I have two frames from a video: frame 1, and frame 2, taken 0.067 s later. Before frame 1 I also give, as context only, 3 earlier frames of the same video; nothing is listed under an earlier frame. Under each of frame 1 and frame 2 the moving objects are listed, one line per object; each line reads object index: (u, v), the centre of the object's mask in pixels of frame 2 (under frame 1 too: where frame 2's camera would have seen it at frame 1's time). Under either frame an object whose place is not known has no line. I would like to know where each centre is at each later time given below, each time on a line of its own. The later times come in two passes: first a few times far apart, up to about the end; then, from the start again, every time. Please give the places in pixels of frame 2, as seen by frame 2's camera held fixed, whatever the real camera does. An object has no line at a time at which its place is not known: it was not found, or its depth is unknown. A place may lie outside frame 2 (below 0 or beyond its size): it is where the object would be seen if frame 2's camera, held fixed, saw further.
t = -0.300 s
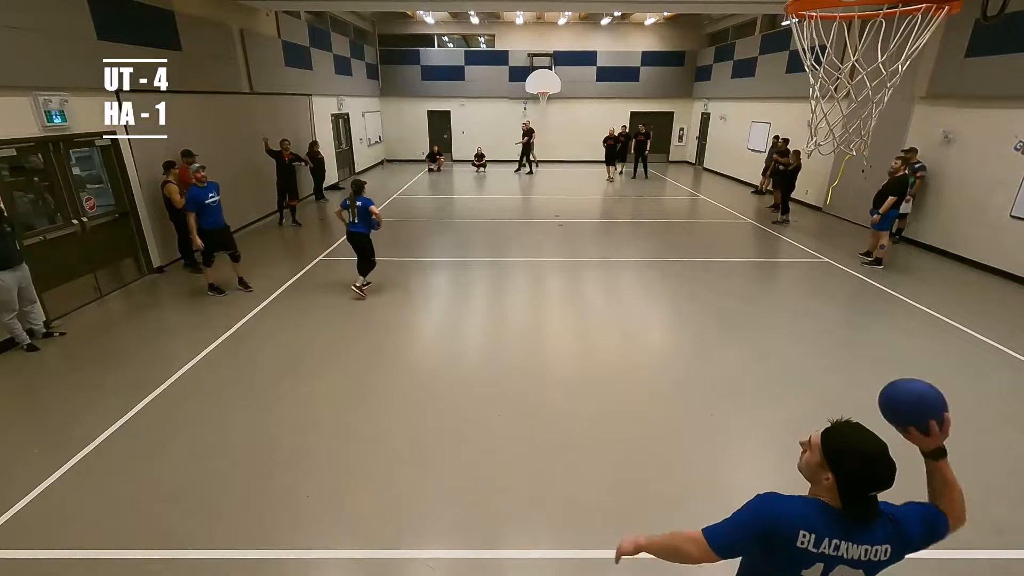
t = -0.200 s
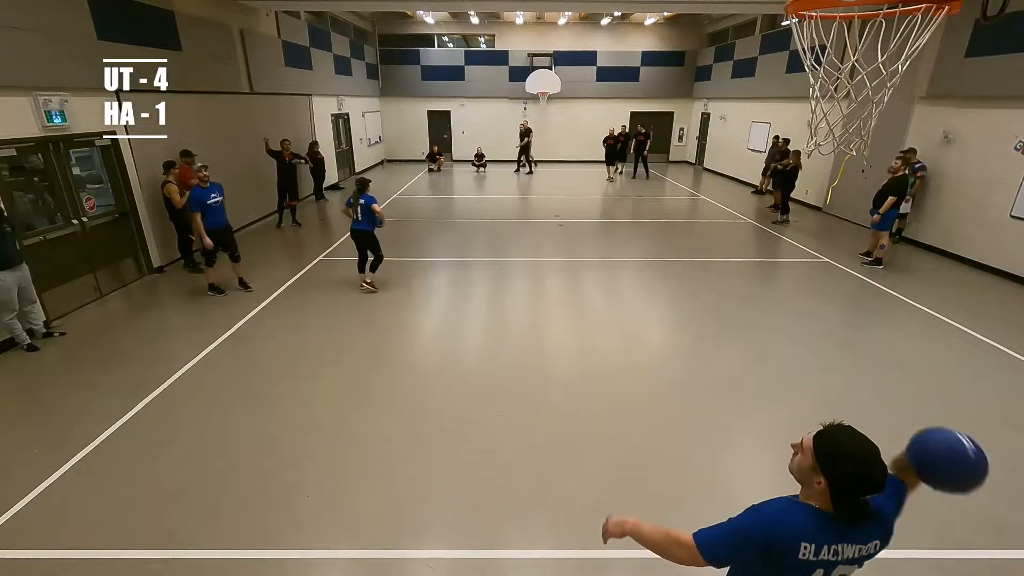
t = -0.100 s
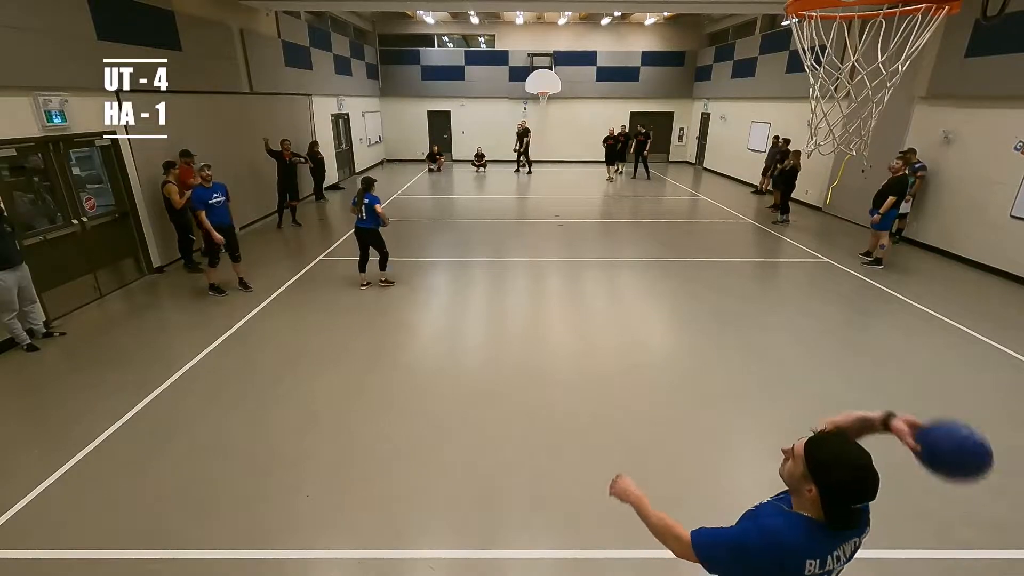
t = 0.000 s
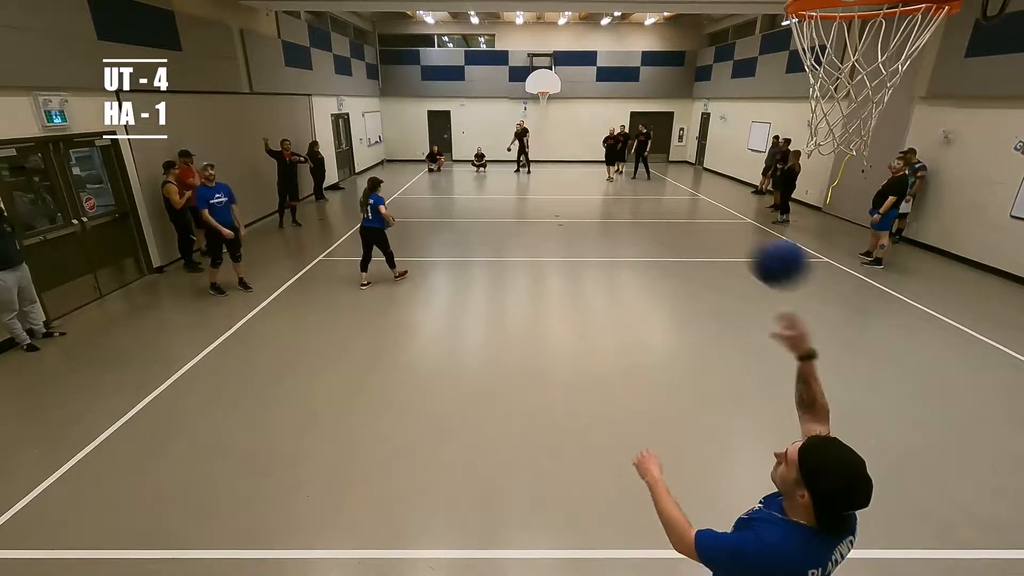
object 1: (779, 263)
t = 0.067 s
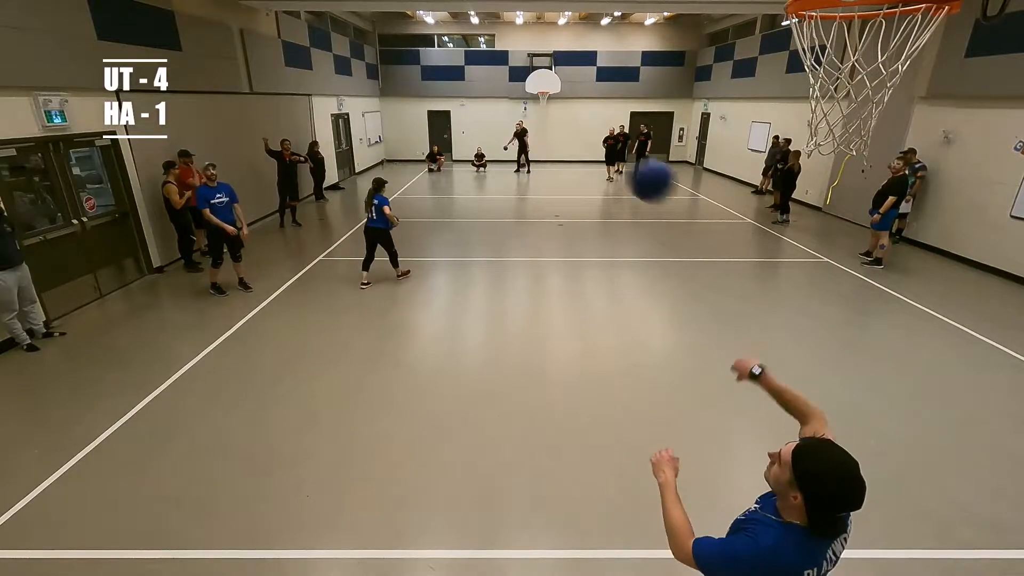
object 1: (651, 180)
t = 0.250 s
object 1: (439, 87)
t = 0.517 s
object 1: (301, 97)
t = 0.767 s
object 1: (248, 162)
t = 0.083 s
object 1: (626, 165)
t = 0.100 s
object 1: (601, 152)
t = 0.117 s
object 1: (577, 141)
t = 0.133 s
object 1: (557, 130)
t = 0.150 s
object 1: (537, 121)
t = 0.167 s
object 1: (517, 112)
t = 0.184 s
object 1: (499, 106)
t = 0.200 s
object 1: (483, 100)
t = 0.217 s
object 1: (468, 95)
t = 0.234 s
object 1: (453, 90)
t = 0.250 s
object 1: (439, 87)
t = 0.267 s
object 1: (427, 84)
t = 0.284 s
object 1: (414, 82)
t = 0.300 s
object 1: (403, 80)
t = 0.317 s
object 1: (392, 79)
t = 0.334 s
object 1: (382, 78)
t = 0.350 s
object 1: (372, 79)
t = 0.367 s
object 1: (363, 79)
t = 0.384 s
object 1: (355, 79)
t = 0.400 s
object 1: (346, 80)
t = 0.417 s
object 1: (339, 82)
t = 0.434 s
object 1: (332, 84)
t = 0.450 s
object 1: (324, 86)
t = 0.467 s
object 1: (319, 88)
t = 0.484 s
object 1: (312, 91)
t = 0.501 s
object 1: (307, 94)
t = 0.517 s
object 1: (301, 97)
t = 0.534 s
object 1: (297, 101)
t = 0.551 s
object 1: (292, 104)
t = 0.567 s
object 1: (287, 108)
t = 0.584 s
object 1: (283, 112)
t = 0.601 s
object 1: (279, 116)
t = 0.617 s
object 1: (275, 120)
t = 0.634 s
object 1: (272, 124)
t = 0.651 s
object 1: (268, 129)
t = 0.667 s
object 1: (265, 134)
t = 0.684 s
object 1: (262, 138)
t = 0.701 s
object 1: (259, 142)
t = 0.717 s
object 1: (256, 147)
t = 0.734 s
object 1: (254, 152)
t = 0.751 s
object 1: (251, 157)
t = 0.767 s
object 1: (248, 162)
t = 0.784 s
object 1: (246, 168)
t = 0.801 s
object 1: (244, 172)
